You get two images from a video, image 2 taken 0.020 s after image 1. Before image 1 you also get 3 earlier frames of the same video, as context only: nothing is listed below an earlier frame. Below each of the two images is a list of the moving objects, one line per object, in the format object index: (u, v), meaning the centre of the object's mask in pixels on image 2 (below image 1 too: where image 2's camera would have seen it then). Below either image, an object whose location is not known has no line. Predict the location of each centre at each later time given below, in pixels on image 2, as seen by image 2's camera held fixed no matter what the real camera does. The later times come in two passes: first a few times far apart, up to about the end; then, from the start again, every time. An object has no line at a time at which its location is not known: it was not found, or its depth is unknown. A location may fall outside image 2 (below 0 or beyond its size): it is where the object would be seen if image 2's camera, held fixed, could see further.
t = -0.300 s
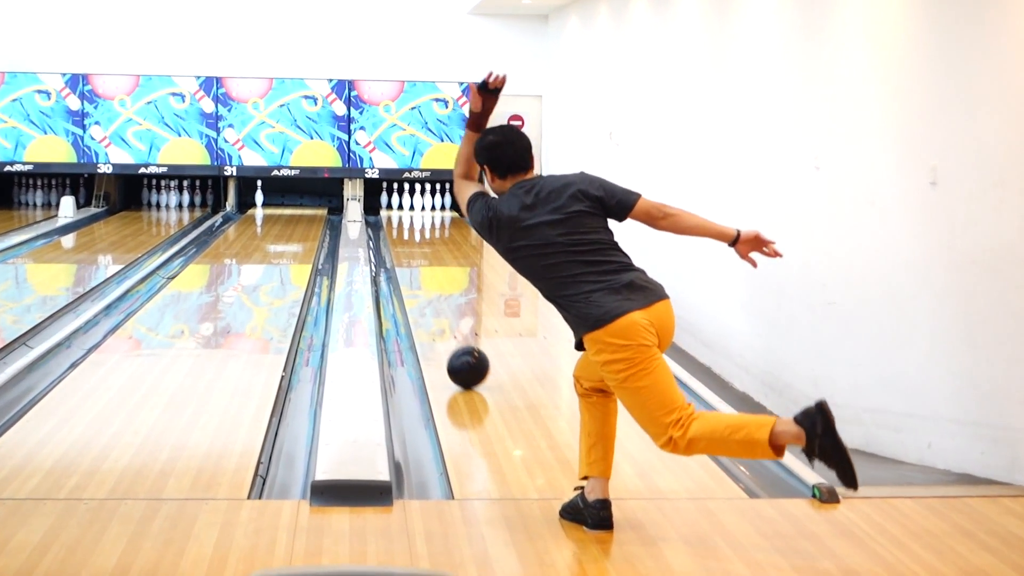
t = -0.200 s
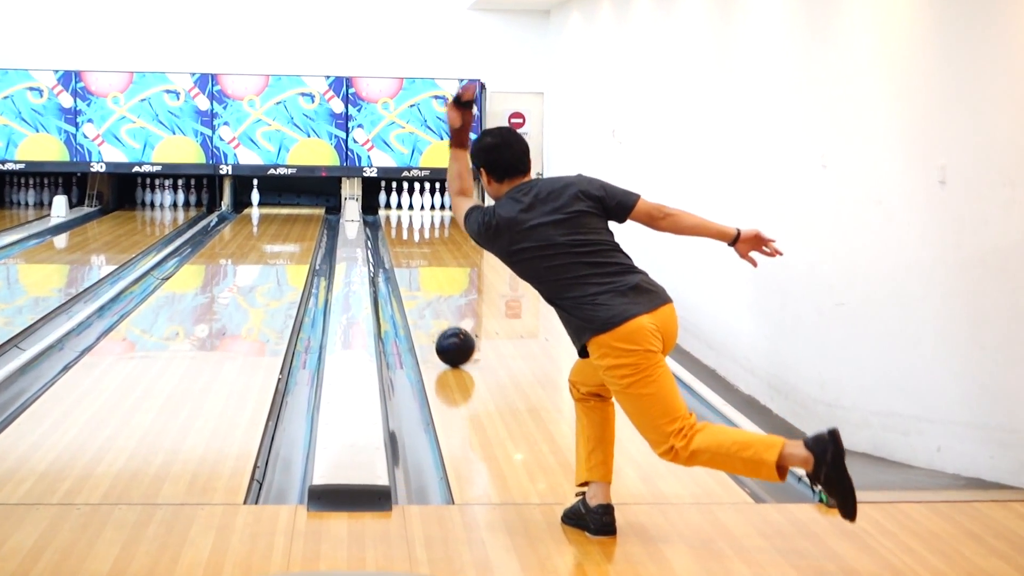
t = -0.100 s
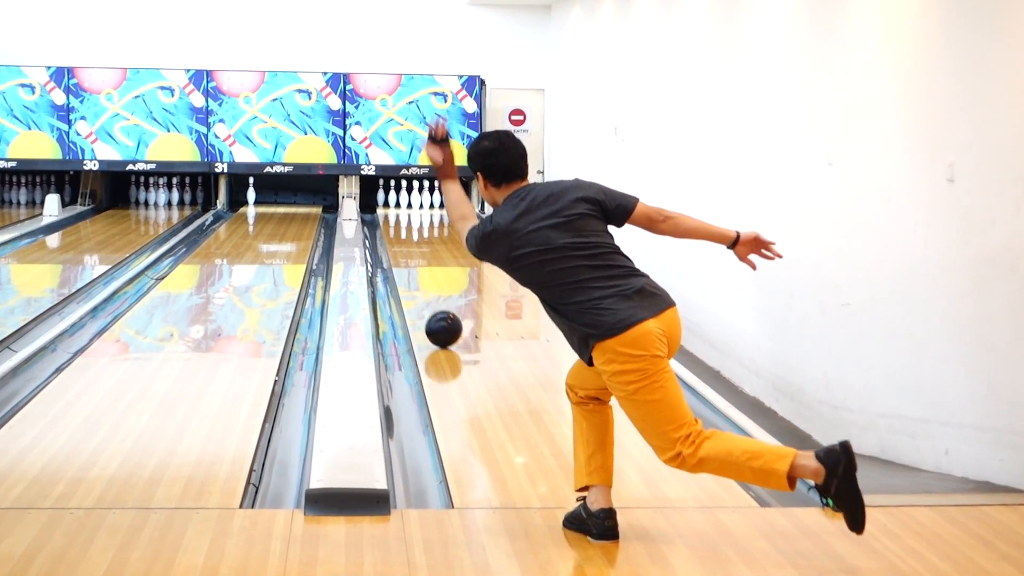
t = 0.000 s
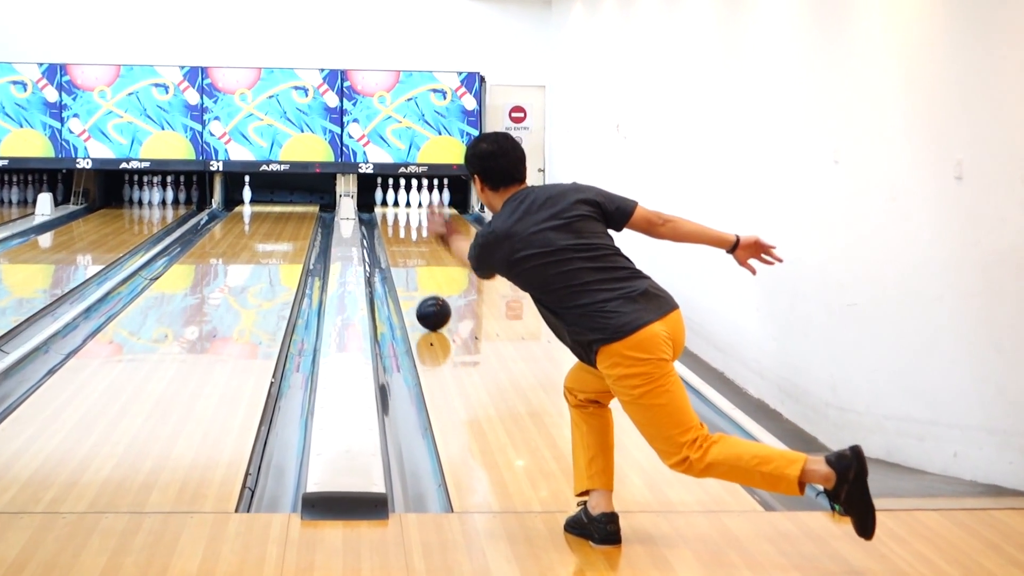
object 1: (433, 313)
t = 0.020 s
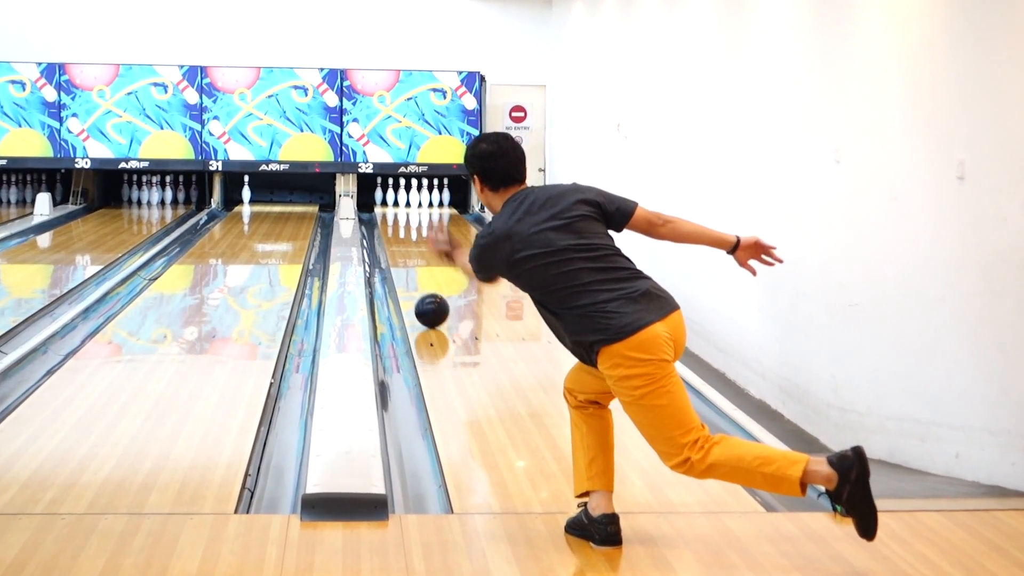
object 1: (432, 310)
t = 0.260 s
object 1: (416, 282)
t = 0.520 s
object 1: (405, 259)
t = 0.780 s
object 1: (397, 241)
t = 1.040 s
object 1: (392, 229)
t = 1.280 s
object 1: (394, 217)
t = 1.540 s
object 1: (399, 208)
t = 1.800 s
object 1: (400, 202)
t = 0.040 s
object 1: (430, 307)
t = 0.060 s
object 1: (429, 304)
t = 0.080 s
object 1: (427, 302)
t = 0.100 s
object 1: (426, 299)
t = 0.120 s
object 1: (425, 297)
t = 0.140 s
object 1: (423, 294)
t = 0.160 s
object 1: (422, 292)
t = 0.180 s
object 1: (421, 290)
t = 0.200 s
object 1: (419, 287)
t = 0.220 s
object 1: (418, 286)
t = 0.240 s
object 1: (417, 283)
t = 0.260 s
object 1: (416, 282)
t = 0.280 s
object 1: (415, 280)
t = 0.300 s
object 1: (414, 279)
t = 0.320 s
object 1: (413, 277)
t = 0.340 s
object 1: (412, 275)
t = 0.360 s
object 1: (411, 273)
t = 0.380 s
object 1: (410, 271)
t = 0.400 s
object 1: (409, 269)
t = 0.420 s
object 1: (409, 267)
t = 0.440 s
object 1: (408, 266)
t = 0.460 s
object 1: (407, 264)
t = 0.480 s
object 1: (406, 262)
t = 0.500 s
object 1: (406, 261)
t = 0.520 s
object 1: (405, 259)
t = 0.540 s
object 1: (404, 258)
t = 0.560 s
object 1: (403, 256)
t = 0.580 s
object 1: (403, 254)
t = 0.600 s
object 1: (402, 253)
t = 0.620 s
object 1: (402, 252)
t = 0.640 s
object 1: (401, 250)
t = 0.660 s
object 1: (400, 249)
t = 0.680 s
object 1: (400, 248)
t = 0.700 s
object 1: (399, 247)
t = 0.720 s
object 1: (399, 245)
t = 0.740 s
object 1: (398, 243)
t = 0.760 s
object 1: (398, 242)
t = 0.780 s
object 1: (397, 241)
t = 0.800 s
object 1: (397, 240)
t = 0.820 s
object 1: (396, 238)
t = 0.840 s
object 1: (396, 237)
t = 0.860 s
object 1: (396, 235)
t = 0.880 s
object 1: (396, 232)
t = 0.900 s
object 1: (395, 231)
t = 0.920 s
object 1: (394, 231)
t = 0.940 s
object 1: (394, 231)
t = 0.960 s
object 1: (393, 230)
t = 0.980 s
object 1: (393, 228)
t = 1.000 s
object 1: (392, 226)
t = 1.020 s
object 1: (392, 227)
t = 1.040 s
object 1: (392, 229)
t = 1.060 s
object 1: (392, 227)
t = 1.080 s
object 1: (393, 224)
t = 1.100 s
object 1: (392, 224)
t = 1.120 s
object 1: (392, 223)
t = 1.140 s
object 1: (392, 222)
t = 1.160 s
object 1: (392, 221)
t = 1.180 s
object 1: (393, 221)
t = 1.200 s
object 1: (393, 219)
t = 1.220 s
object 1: (393, 219)
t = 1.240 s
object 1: (393, 219)
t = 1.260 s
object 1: (394, 218)
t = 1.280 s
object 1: (394, 217)
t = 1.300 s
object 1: (394, 216)
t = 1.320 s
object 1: (395, 216)
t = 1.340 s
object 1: (395, 215)
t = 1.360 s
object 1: (395, 215)
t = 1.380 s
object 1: (396, 213)
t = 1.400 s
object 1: (396, 213)
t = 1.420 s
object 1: (397, 212)
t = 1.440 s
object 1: (397, 211)
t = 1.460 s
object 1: (398, 210)
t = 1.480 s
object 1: (398, 210)
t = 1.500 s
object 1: (399, 210)
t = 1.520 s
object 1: (399, 209)
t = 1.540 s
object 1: (399, 208)
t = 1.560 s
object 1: (400, 208)
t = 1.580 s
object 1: (400, 207)
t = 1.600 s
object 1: (401, 206)
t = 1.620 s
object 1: (401, 206)
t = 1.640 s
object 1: (401, 206)
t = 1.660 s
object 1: (402, 205)
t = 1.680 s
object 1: (401, 205)
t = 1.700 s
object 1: (402, 204)
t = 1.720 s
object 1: (402, 203)
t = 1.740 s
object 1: (402, 202)
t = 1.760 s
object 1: (402, 202)
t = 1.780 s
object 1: (401, 202)
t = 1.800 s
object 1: (400, 202)
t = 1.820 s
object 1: (401, 203)
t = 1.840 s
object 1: (401, 202)
